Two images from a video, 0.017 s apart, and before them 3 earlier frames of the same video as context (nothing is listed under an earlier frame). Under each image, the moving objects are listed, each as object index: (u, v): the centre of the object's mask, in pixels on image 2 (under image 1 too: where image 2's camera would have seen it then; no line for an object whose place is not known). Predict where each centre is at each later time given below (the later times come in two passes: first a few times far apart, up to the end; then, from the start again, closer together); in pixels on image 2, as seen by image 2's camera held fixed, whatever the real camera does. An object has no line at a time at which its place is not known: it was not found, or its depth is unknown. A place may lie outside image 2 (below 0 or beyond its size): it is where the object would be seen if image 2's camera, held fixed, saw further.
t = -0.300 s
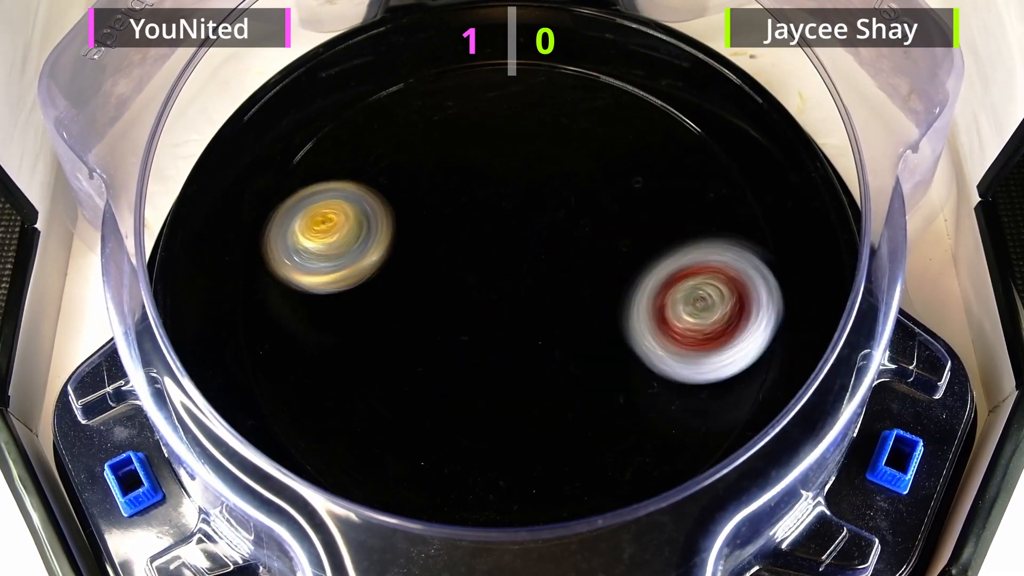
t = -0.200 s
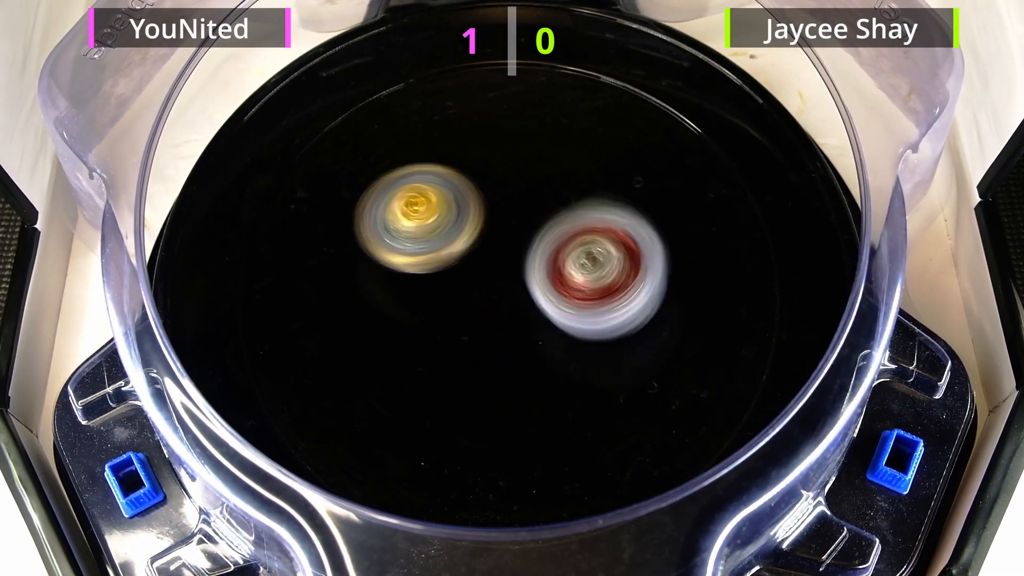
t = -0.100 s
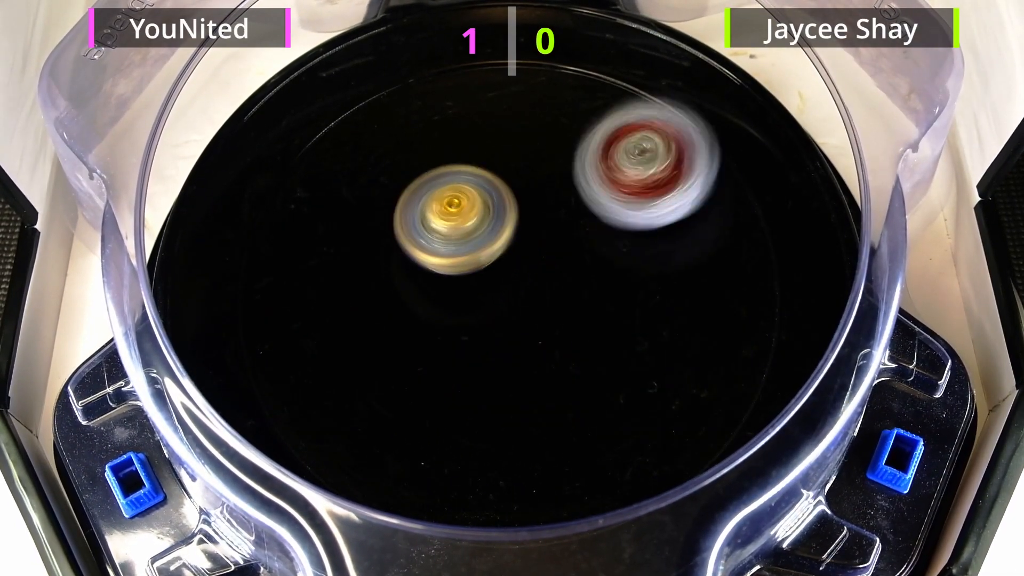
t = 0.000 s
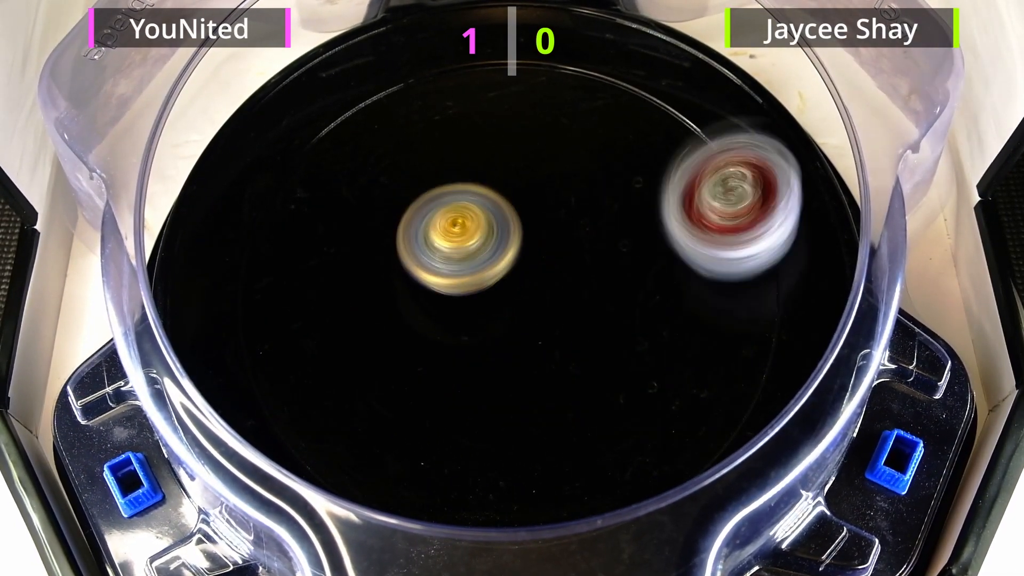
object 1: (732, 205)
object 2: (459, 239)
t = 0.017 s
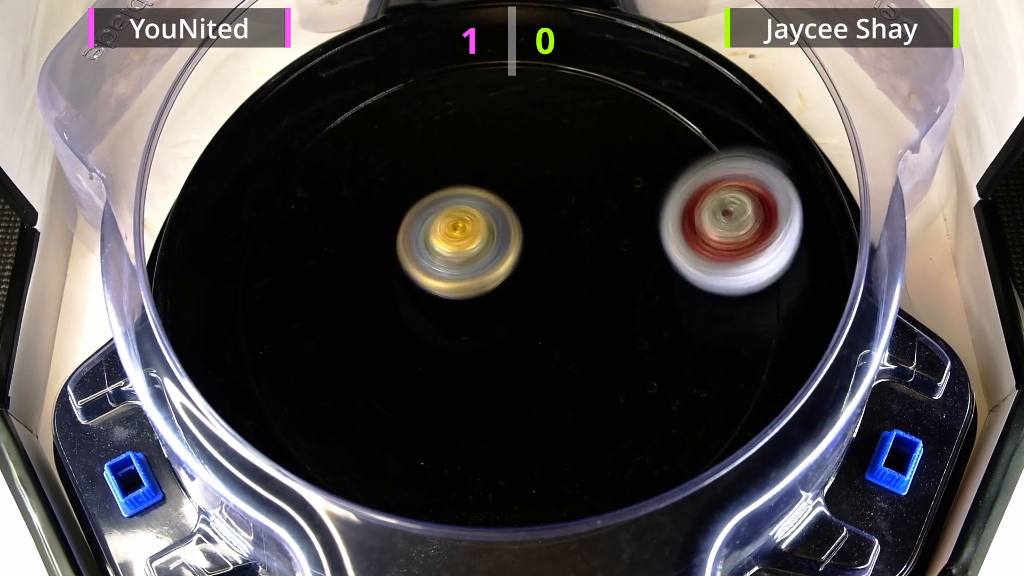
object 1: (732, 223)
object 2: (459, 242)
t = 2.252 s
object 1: (541, 358)
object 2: (449, 240)
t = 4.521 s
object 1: (613, 201)
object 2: (487, 324)
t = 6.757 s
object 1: (554, 210)
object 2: (452, 429)
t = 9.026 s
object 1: (584, 286)
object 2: (415, 293)
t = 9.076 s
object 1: (568, 286)
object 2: (439, 273)
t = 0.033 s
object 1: (733, 236)
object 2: (460, 246)
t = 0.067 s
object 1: (729, 264)
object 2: (460, 254)
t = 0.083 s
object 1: (721, 281)
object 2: (461, 258)
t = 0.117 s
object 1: (689, 305)
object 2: (461, 265)
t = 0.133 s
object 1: (669, 310)
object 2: (461, 269)
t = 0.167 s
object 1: (623, 307)
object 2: (462, 275)
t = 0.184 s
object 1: (603, 298)
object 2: (462, 278)
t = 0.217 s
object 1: (631, 282)
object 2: (373, 265)
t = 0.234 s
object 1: (653, 278)
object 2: (315, 254)
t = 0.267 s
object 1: (698, 276)
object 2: (226, 230)
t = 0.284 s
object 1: (716, 278)
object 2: (198, 216)
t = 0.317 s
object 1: (749, 297)
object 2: (193, 183)
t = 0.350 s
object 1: (758, 328)
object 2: (207, 158)
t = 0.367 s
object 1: (744, 347)
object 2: (215, 151)
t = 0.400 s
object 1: (714, 373)
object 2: (237, 134)
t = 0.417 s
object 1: (701, 381)
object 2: (249, 122)
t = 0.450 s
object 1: (664, 388)
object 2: (278, 109)
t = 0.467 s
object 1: (645, 384)
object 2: (295, 107)
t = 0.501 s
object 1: (612, 365)
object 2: (326, 98)
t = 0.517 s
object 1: (600, 351)
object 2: (344, 95)
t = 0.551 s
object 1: (584, 318)
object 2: (380, 98)
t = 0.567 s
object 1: (580, 299)
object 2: (395, 99)
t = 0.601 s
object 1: (584, 264)
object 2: (431, 109)
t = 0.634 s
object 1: (600, 230)
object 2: (464, 120)
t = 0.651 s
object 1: (609, 217)
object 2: (480, 128)
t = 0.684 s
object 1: (637, 195)
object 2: (514, 146)
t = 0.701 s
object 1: (658, 189)
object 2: (526, 153)
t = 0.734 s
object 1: (697, 189)
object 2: (540, 167)
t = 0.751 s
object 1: (714, 193)
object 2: (546, 175)
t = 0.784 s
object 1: (747, 210)
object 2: (554, 191)
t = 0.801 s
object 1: (758, 225)
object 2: (557, 199)
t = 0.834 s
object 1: (758, 266)
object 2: (561, 216)
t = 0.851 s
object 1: (753, 284)
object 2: (562, 225)
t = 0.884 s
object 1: (728, 316)
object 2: (562, 242)
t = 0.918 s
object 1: (689, 340)
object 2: (560, 258)
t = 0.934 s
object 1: (666, 345)
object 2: (558, 266)
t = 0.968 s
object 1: (635, 368)
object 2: (530, 253)
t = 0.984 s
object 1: (623, 379)
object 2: (510, 240)
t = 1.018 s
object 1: (590, 388)
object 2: (473, 216)
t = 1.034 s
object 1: (569, 388)
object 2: (456, 205)
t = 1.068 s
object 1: (529, 378)
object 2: (423, 185)
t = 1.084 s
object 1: (511, 367)
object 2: (408, 177)
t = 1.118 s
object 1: (485, 341)
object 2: (382, 164)
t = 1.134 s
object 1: (475, 324)
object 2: (371, 161)
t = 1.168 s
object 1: (467, 291)
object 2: (350, 158)
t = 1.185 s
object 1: (465, 272)
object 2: (342, 160)
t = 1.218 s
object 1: (473, 238)
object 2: (330, 166)
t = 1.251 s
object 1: (491, 205)
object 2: (322, 176)
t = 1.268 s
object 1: (503, 190)
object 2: (319, 182)
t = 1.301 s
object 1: (534, 167)
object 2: (317, 195)
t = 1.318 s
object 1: (550, 158)
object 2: (317, 202)
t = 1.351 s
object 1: (590, 151)
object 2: (322, 216)
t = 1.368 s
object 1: (607, 152)
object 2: (326, 223)
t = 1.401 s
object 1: (643, 164)
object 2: (337, 237)
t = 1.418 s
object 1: (657, 174)
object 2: (343, 244)
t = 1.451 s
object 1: (680, 202)
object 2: (359, 257)
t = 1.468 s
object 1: (687, 220)
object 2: (368, 265)
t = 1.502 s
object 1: (688, 256)
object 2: (387, 277)
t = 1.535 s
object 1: (674, 293)
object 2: (409, 289)
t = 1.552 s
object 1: (661, 309)
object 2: (420, 295)
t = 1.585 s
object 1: (625, 334)
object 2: (444, 305)
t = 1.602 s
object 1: (605, 342)
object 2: (455, 309)
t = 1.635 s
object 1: (595, 356)
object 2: (442, 307)
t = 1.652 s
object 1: (591, 363)
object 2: (428, 305)
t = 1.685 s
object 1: (574, 376)
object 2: (404, 301)
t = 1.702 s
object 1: (563, 379)
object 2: (393, 298)
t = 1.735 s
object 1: (536, 381)
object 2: (377, 292)
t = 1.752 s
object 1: (523, 378)
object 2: (370, 290)
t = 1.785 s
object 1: (500, 364)
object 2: (364, 285)
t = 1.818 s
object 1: (486, 343)
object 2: (362, 282)
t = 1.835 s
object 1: (486, 333)
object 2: (357, 278)
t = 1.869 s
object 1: (500, 313)
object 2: (346, 269)
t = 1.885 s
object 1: (510, 303)
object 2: (342, 264)
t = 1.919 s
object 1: (535, 292)
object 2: (340, 258)
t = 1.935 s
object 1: (549, 290)
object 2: (341, 255)
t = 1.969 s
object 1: (574, 288)
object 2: (346, 252)
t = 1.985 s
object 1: (587, 292)
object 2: (349, 251)
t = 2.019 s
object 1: (608, 303)
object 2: (358, 250)
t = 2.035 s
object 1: (614, 310)
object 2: (363, 250)
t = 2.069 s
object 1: (620, 329)
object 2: (376, 251)
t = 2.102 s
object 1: (613, 348)
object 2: (392, 253)
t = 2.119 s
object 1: (606, 356)
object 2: (399, 254)
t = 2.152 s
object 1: (585, 365)
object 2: (417, 257)
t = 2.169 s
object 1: (572, 366)
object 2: (426, 258)
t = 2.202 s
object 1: (549, 359)
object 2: (445, 261)
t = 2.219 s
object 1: (542, 355)
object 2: (452, 261)
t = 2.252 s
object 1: (541, 358)
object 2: (449, 240)
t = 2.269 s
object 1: (541, 358)
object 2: (447, 230)
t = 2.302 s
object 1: (538, 354)
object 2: (445, 212)
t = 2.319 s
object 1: (536, 353)
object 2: (444, 205)
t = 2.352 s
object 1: (534, 349)
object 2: (446, 193)
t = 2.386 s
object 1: (533, 341)
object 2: (448, 186)
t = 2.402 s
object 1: (533, 338)
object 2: (450, 183)
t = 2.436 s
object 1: (535, 328)
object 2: (454, 181)
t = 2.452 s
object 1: (536, 323)
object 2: (456, 181)
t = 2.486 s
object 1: (541, 316)
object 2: (460, 184)
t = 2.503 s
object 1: (544, 312)
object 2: (462, 187)
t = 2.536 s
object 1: (550, 304)
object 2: (466, 193)
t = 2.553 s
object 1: (553, 301)
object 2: (468, 198)
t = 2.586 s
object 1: (561, 296)
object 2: (472, 204)
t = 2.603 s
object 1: (566, 296)
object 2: (473, 209)
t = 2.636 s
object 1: (583, 301)
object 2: (463, 206)
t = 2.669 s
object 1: (594, 309)
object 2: (456, 204)
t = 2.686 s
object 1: (598, 314)
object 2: (453, 203)
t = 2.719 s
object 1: (603, 325)
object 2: (451, 204)
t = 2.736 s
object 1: (603, 330)
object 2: (451, 205)
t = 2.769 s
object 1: (599, 339)
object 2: (453, 208)
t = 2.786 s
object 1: (596, 342)
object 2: (454, 210)
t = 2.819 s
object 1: (589, 345)
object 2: (458, 214)
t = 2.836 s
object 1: (584, 346)
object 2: (460, 217)
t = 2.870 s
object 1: (575, 345)
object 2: (466, 221)
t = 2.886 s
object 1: (570, 344)
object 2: (468, 224)
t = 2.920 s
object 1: (559, 340)
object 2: (475, 230)
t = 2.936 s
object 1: (555, 337)
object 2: (478, 233)
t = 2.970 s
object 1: (560, 344)
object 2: (468, 217)
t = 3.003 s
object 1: (573, 364)
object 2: (435, 174)
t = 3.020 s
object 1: (573, 368)
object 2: (420, 154)
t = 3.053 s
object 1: (569, 372)
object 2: (394, 117)
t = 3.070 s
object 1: (567, 374)
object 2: (383, 101)
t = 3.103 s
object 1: (562, 374)
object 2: (366, 76)
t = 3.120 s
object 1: (558, 372)
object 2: (360, 68)
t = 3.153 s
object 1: (551, 369)
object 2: (350, 55)
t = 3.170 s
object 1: (548, 367)
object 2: (348, 52)
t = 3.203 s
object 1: (542, 360)
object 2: (346, 54)
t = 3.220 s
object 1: (539, 356)
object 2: (346, 57)
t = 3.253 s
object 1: (534, 346)
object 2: (350, 65)
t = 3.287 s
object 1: (533, 334)
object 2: (355, 76)
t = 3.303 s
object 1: (532, 326)
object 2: (358, 82)
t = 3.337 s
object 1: (534, 312)
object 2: (367, 100)
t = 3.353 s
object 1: (537, 305)
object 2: (373, 111)
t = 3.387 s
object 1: (543, 290)
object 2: (388, 137)
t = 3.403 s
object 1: (547, 284)
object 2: (396, 149)
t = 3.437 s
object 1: (553, 274)
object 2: (413, 177)
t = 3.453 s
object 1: (557, 269)
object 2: (424, 192)
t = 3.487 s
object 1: (568, 261)
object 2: (442, 218)
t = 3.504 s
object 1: (580, 264)
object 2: (440, 225)
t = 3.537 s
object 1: (601, 268)
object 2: (428, 236)
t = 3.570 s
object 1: (618, 275)
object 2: (421, 247)
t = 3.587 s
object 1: (625, 279)
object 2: (418, 253)
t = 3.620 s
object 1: (638, 289)
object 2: (416, 263)
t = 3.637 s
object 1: (641, 295)
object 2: (416, 268)
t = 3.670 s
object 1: (642, 307)
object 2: (417, 277)
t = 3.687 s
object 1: (641, 313)
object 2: (420, 280)
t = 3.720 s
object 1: (634, 321)
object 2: (425, 288)
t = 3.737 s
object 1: (630, 325)
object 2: (428, 292)
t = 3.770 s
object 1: (618, 331)
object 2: (435, 297)
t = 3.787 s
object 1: (611, 332)
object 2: (439, 300)
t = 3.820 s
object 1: (597, 333)
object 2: (447, 304)
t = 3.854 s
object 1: (589, 334)
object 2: (448, 305)
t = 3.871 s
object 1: (597, 335)
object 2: (426, 298)
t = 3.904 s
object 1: (607, 338)
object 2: (383, 283)
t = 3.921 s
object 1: (610, 339)
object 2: (364, 276)
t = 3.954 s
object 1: (612, 342)
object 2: (331, 262)
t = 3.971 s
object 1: (613, 343)
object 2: (316, 256)
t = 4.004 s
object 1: (612, 344)
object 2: (295, 246)
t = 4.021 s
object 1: (611, 344)
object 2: (289, 243)
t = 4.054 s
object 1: (607, 343)
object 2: (281, 240)
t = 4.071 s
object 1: (606, 344)
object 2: (280, 239)
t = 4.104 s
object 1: (600, 341)
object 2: (283, 242)
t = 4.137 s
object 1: (593, 335)
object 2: (290, 246)
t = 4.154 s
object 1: (590, 332)
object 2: (294, 249)
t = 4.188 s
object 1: (584, 324)
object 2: (306, 254)
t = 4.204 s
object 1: (582, 319)
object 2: (313, 256)
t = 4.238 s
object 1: (575, 307)
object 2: (329, 262)
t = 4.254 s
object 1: (573, 301)
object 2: (338, 266)
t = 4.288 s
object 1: (570, 289)
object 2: (358, 272)
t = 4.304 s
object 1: (568, 282)
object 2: (369, 275)
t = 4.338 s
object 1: (566, 268)
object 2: (393, 281)
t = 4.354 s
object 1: (567, 262)
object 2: (405, 284)
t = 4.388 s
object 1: (568, 251)
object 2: (431, 289)
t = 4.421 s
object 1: (574, 237)
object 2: (451, 296)
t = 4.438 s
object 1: (580, 229)
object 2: (456, 302)
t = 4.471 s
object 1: (590, 217)
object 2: (468, 312)
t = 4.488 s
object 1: (597, 211)
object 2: (475, 317)
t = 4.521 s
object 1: (613, 201)
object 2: (487, 324)
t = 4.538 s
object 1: (620, 199)
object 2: (492, 327)
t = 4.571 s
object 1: (633, 197)
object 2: (502, 330)
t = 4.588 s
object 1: (637, 199)
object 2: (506, 332)
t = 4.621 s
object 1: (642, 202)
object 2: (513, 332)
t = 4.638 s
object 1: (643, 204)
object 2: (515, 331)
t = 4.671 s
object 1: (643, 212)
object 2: (518, 330)
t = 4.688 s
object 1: (641, 213)
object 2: (520, 328)
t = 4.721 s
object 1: (640, 221)
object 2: (522, 325)
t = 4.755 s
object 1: (631, 229)
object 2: (523, 322)
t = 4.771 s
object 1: (628, 232)
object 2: (523, 320)
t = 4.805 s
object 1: (623, 236)
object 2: (514, 321)
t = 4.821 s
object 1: (622, 236)
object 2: (507, 323)
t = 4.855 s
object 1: (621, 238)
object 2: (496, 324)
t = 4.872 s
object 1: (616, 240)
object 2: (491, 324)
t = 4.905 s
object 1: (610, 241)
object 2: (484, 323)
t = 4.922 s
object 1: (606, 243)
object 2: (482, 321)
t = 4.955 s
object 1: (594, 244)
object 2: (479, 319)
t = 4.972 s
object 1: (590, 244)
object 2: (478, 319)
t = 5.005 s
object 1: (588, 239)
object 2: (460, 328)
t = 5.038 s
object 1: (587, 232)
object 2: (441, 336)
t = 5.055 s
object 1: (585, 231)
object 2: (433, 339)
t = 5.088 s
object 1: (580, 227)
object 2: (421, 343)
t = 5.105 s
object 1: (580, 227)
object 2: (418, 345)
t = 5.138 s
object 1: (573, 225)
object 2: (414, 345)
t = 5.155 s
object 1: (571, 223)
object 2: (413, 346)
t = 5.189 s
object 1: (563, 221)
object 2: (415, 346)
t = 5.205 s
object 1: (559, 220)
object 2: (417, 345)
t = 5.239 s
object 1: (552, 220)
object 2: (420, 345)
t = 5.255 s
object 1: (549, 218)
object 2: (421, 345)
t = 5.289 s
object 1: (542, 217)
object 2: (424, 344)
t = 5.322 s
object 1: (533, 216)
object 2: (429, 342)
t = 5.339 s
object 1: (530, 216)
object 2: (432, 340)
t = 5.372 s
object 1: (520, 214)
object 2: (437, 336)
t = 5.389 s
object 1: (517, 214)
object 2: (441, 335)
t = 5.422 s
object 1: (505, 213)
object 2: (447, 331)
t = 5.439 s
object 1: (502, 213)
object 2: (450, 329)
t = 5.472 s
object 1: (494, 210)
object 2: (454, 326)
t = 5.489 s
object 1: (494, 207)
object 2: (455, 326)
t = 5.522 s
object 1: (492, 198)
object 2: (457, 331)
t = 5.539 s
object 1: (492, 193)
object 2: (457, 332)
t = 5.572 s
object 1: (493, 187)
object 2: (460, 333)
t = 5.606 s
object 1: (498, 179)
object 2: (464, 332)
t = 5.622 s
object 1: (498, 178)
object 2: (465, 331)
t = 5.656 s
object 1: (501, 176)
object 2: (468, 328)
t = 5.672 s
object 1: (504, 177)
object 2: (470, 327)
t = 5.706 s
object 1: (506, 177)
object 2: (474, 324)
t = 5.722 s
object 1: (508, 179)
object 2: (475, 323)
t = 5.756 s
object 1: (510, 181)
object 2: (479, 320)
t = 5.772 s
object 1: (513, 184)
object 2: (481, 318)
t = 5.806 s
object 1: (513, 190)
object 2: (484, 316)
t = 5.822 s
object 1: (516, 194)
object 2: (486, 315)
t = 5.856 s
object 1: (517, 199)
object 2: (485, 321)
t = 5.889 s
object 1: (521, 207)
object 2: (483, 327)
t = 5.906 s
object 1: (519, 210)
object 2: (483, 330)
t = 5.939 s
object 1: (521, 215)
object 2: (483, 340)
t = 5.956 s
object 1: (519, 217)
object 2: (483, 343)
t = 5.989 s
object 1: (520, 221)
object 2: (484, 349)
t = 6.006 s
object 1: (518, 224)
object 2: (485, 351)
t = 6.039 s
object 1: (518, 230)
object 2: (487, 352)
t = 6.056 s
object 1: (514, 233)
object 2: (487, 353)
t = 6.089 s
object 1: (516, 227)
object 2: (486, 367)
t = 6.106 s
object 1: (517, 224)
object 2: (485, 375)
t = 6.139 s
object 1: (522, 220)
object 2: (482, 387)
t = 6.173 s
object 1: (524, 215)
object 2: (481, 393)
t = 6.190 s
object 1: (526, 214)
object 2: (481, 394)
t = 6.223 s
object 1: (529, 210)
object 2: (482, 395)
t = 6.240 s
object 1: (529, 210)
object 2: (483, 395)
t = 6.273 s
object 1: (533, 209)
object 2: (486, 392)
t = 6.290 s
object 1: (532, 210)
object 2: (487, 390)
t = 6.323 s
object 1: (536, 213)
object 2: (490, 386)
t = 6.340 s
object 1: (534, 213)
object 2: (492, 382)
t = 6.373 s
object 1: (537, 217)
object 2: (495, 376)
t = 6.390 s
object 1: (536, 218)
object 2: (496, 372)
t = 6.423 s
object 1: (535, 225)
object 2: (499, 364)
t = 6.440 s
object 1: (533, 227)
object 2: (499, 360)
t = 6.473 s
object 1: (531, 232)
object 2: (501, 353)
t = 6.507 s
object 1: (537, 222)
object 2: (489, 376)
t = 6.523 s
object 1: (538, 218)
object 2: (481, 389)
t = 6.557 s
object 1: (543, 214)
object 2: (468, 412)
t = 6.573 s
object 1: (544, 211)
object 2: (463, 421)
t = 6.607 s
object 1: (547, 209)
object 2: (454, 435)
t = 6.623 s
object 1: (550, 206)
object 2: (451, 439)
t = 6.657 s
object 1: (550, 205)
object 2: (447, 442)
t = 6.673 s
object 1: (553, 206)
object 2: (447, 442)
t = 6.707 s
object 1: (552, 206)
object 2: (448, 439)
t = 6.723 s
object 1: (553, 208)
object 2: (449, 436)
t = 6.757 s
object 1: (554, 210)
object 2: (452, 429)
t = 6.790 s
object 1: (552, 211)
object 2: (456, 418)
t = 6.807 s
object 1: (552, 215)
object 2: (458, 411)
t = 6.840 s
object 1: (551, 220)
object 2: (463, 397)
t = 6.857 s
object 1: (546, 223)
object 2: (466, 389)
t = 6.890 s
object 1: (544, 230)
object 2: (472, 373)
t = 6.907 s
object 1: (539, 232)
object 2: (474, 363)
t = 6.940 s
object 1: (534, 239)
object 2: (478, 347)
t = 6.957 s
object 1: (532, 237)
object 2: (477, 345)
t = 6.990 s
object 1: (537, 212)
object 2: (456, 380)
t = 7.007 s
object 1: (536, 202)
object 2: (445, 399)
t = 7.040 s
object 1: (538, 189)
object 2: (426, 430)
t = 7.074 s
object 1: (542, 177)
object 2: (412, 453)
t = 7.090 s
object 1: (546, 169)
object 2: (406, 460)
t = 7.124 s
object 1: (553, 159)
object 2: (399, 467)
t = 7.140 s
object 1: (555, 156)
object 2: (397, 469)
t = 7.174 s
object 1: (562, 153)
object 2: (396, 468)
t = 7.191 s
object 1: (568, 153)
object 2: (396, 468)
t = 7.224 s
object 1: (572, 156)
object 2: (399, 463)
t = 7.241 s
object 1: (571, 156)
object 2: (402, 460)
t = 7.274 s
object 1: (573, 162)
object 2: (408, 449)
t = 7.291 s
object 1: (575, 167)
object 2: (413, 441)
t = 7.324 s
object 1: (573, 177)
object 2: (423, 424)
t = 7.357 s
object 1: (567, 188)
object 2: (436, 404)
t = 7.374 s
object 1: (565, 192)
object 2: (442, 393)
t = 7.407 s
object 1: (557, 204)
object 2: (456, 370)
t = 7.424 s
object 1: (551, 211)
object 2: (463, 358)
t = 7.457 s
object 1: (542, 221)
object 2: (477, 334)
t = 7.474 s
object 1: (542, 221)
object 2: (482, 329)
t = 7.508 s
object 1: (539, 215)
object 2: (486, 327)
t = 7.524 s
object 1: (540, 208)
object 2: (484, 328)
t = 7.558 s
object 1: (545, 196)
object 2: (483, 332)
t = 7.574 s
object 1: (544, 193)
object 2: (482, 333)
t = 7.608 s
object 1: (548, 182)
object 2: (482, 332)
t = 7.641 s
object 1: (555, 173)
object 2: (483, 327)
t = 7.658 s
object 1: (556, 170)
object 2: (484, 324)
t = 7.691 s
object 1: (558, 165)
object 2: (485, 318)
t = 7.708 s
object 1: (563, 165)
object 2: (487, 315)
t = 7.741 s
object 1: (564, 164)
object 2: (489, 308)
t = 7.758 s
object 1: (568, 163)
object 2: (491, 304)
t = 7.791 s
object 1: (568, 167)
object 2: (494, 297)
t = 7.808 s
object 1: (568, 167)
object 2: (496, 293)
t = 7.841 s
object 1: (568, 172)
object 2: (500, 285)
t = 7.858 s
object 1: (566, 175)
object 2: (501, 283)
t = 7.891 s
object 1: (568, 179)
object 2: (496, 284)
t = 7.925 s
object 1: (571, 183)
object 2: (482, 295)
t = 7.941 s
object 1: (569, 187)
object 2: (475, 299)
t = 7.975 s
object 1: (570, 193)
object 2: (465, 310)
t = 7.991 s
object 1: (571, 197)
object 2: (460, 314)
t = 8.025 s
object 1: (562, 205)
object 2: (454, 321)
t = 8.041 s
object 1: (562, 210)
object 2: (451, 325)
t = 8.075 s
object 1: (555, 220)
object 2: (448, 328)
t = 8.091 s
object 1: (549, 223)
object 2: (447, 329)
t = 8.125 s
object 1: (541, 233)
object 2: (448, 330)
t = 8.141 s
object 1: (535, 237)
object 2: (449, 331)
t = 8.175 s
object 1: (539, 236)
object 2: (434, 338)
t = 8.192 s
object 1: (541, 237)
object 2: (424, 345)
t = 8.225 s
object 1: (548, 235)
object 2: (409, 355)
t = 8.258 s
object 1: (555, 235)
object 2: (398, 361)
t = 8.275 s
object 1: (561, 237)
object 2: (395, 363)
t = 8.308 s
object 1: (564, 240)
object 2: (392, 364)
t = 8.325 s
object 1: (567, 240)
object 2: (393, 363)
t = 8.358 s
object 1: (569, 245)
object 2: (396, 363)
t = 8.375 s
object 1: (567, 246)
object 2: (399, 361)
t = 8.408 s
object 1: (567, 250)
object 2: (405, 358)
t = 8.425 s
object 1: (565, 254)
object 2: (409, 356)
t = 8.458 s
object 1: (564, 258)
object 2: (418, 351)
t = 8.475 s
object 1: (564, 263)
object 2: (423, 347)
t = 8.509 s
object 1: (558, 268)
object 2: (433, 341)
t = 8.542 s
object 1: (561, 270)
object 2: (432, 337)
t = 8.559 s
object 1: (574, 267)
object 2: (414, 342)
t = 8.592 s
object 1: (582, 263)
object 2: (381, 346)
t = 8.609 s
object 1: (590, 262)
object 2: (369, 348)
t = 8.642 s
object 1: (600, 262)
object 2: (347, 349)
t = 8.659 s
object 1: (606, 261)
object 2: (339, 348)
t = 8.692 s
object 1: (613, 263)
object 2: (328, 346)
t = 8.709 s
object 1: (617, 261)
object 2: (325, 345)
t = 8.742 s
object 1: (625, 264)
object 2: (323, 343)
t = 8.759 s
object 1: (623, 264)
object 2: (324, 342)
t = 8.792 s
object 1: (629, 268)
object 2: (328, 340)
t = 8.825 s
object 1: (630, 272)
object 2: (335, 336)
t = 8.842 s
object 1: (627, 272)
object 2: (340, 335)
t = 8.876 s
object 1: (626, 277)
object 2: (351, 331)
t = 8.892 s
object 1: (623, 277)
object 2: (356, 328)
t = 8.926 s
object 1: (617, 280)
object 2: (370, 323)
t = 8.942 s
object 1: (610, 281)
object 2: (377, 319)
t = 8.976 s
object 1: (605, 284)
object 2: (392, 310)
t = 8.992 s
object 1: (596, 285)
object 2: (400, 305)
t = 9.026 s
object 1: (584, 286)
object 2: (415, 293)
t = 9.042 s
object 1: (577, 288)
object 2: (424, 288)
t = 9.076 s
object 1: (568, 286)
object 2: (439, 273)
